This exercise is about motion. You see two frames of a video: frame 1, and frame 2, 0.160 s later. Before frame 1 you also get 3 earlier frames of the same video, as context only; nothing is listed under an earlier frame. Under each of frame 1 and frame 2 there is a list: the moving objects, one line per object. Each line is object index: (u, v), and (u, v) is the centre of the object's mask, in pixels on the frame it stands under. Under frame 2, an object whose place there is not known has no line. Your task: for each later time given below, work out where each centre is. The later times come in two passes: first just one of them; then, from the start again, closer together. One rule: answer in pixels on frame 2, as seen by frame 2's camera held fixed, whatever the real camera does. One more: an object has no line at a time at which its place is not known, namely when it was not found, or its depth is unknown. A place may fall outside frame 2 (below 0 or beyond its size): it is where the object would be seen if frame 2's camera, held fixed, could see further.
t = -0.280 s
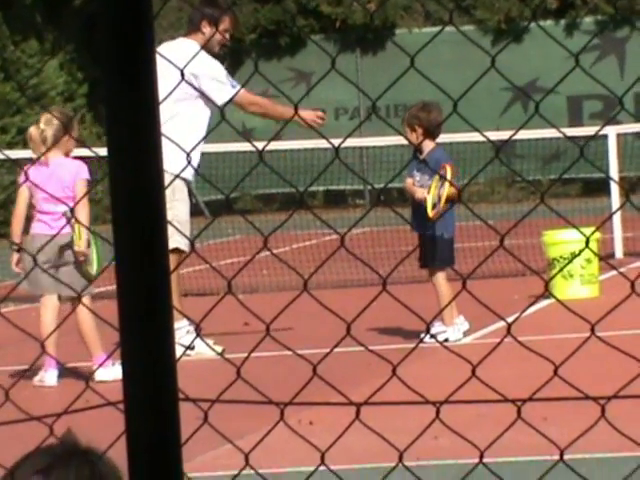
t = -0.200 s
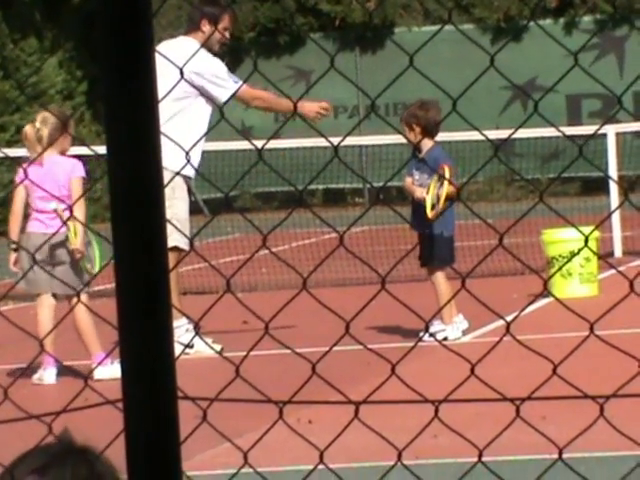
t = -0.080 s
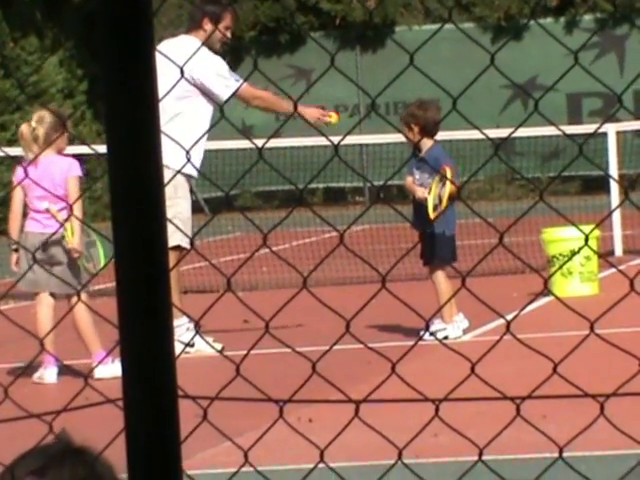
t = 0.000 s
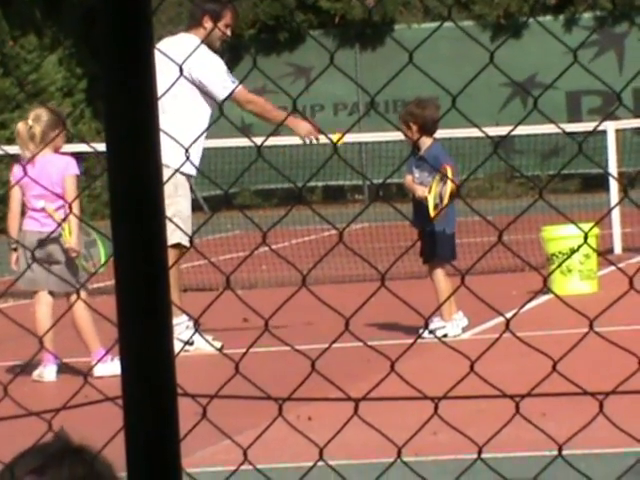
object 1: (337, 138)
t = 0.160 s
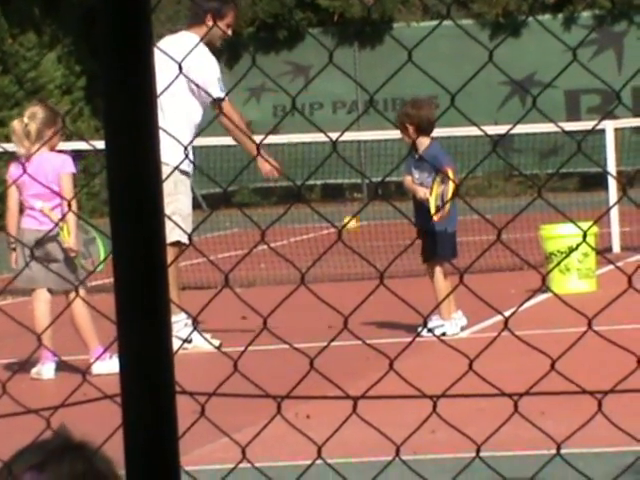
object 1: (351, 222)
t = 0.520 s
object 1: (363, 215)
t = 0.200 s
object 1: (354, 251)
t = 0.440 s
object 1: (363, 242)
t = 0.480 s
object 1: (363, 227)
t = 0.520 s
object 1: (363, 215)
